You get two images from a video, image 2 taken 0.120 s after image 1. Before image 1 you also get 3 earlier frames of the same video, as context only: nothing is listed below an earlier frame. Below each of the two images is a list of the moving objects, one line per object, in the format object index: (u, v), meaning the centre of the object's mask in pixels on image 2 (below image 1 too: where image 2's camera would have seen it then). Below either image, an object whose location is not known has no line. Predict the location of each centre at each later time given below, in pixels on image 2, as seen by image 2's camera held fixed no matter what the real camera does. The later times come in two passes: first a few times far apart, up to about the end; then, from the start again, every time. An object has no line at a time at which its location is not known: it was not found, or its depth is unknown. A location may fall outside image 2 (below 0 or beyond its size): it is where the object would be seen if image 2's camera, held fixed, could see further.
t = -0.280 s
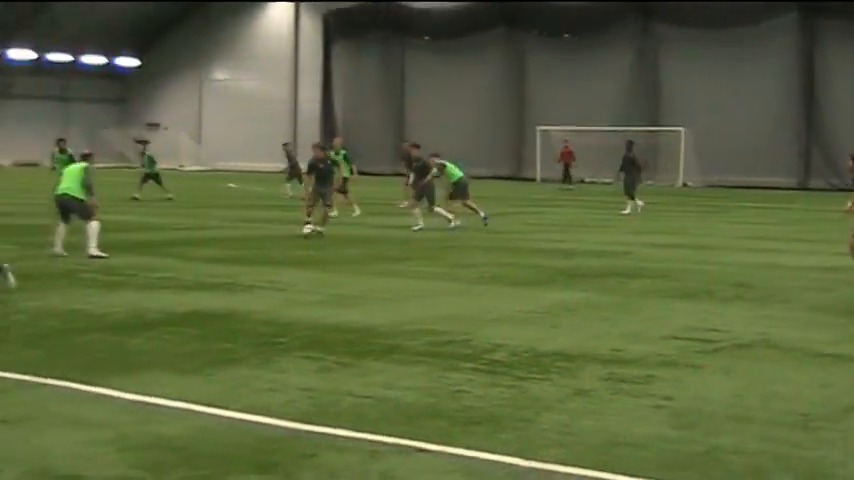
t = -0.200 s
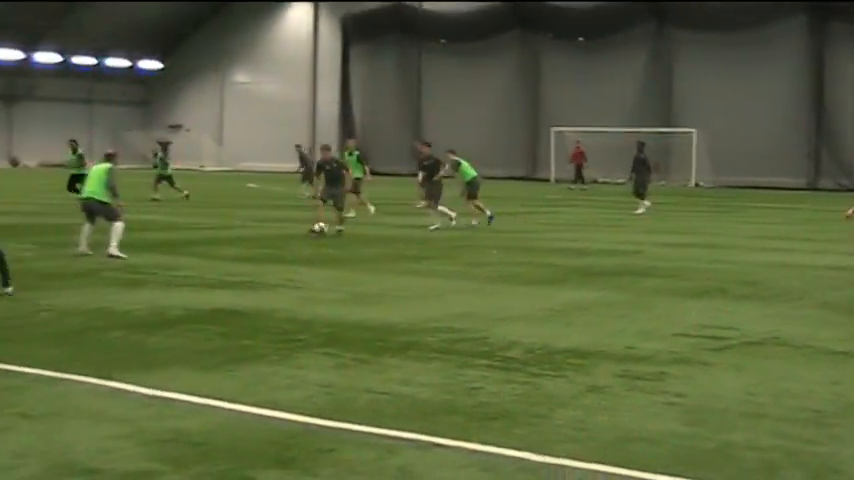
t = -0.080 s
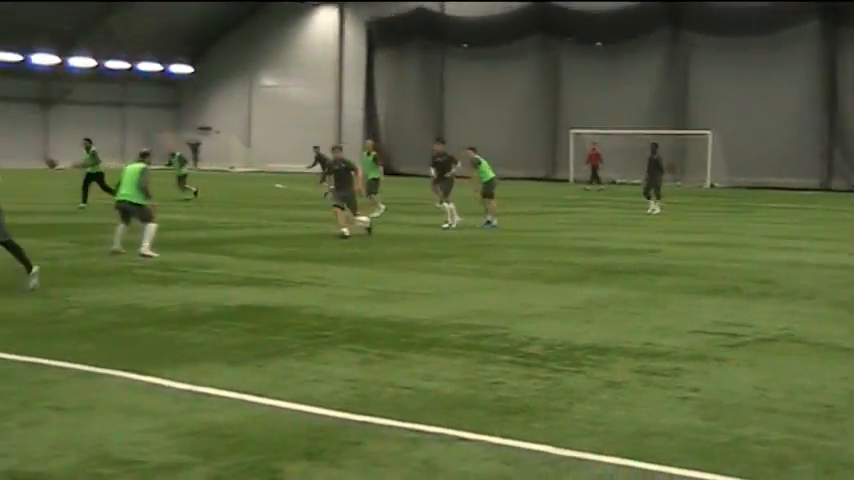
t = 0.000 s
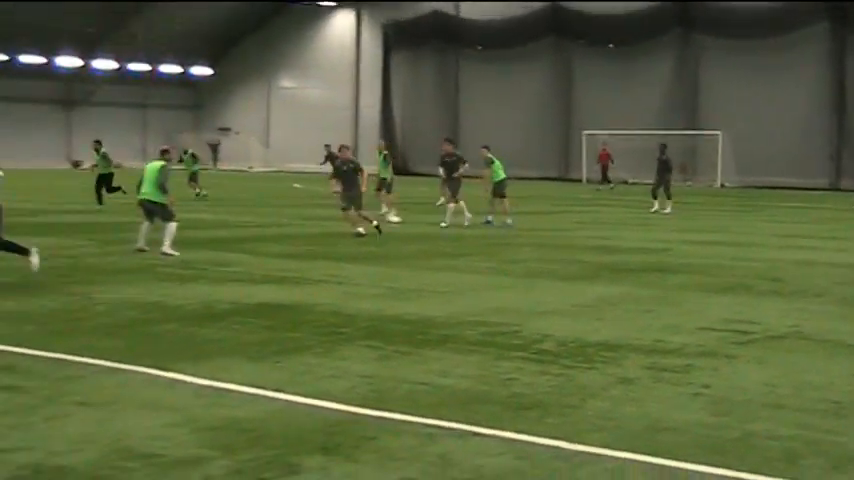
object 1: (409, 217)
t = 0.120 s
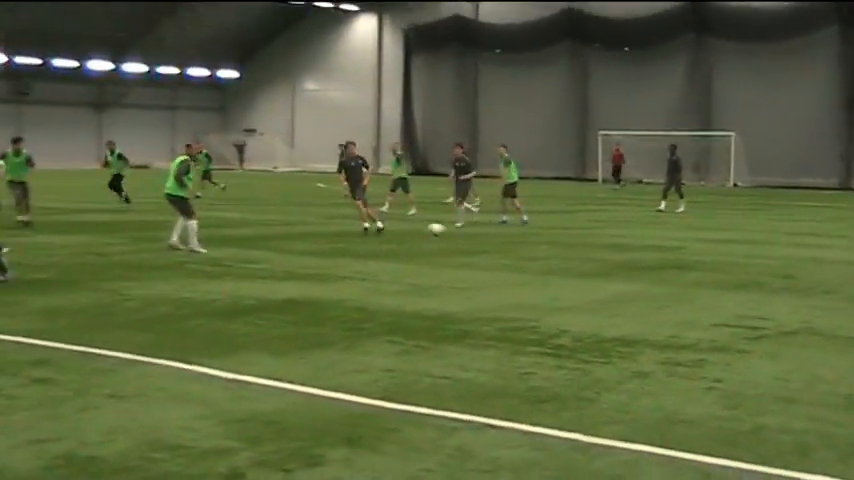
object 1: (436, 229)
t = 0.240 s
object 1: (467, 252)
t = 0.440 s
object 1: (508, 246)
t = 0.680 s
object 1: (563, 286)
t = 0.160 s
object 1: (446, 235)
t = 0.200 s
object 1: (456, 243)
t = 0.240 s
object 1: (467, 252)
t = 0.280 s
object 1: (475, 250)
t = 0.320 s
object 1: (480, 247)
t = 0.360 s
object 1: (490, 246)
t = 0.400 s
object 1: (500, 244)
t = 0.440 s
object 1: (508, 246)
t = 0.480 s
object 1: (518, 247)
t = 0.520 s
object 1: (526, 253)
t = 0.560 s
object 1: (533, 258)
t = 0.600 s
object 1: (542, 266)
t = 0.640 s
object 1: (553, 275)
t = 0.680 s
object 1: (563, 286)
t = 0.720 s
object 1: (571, 282)
